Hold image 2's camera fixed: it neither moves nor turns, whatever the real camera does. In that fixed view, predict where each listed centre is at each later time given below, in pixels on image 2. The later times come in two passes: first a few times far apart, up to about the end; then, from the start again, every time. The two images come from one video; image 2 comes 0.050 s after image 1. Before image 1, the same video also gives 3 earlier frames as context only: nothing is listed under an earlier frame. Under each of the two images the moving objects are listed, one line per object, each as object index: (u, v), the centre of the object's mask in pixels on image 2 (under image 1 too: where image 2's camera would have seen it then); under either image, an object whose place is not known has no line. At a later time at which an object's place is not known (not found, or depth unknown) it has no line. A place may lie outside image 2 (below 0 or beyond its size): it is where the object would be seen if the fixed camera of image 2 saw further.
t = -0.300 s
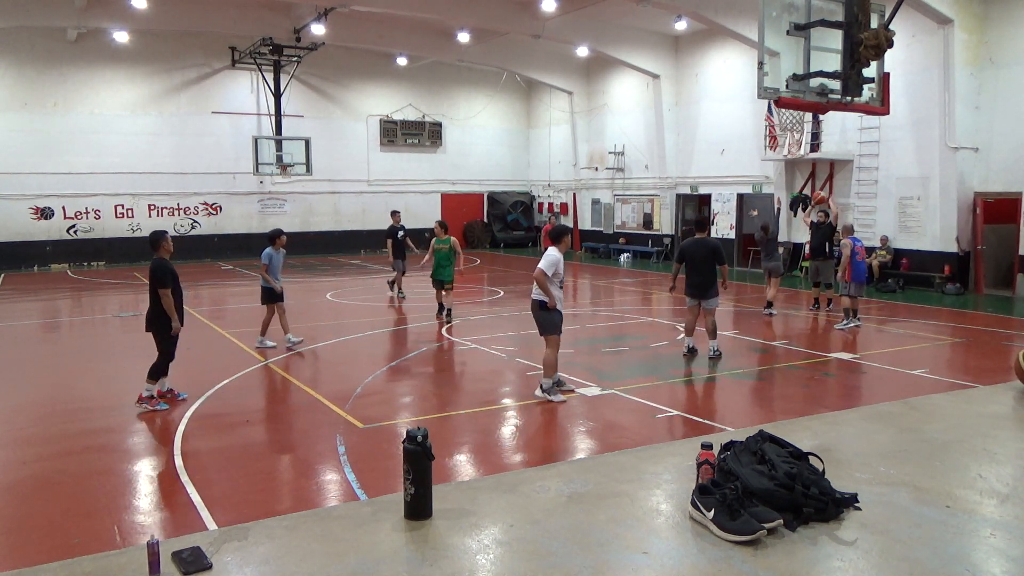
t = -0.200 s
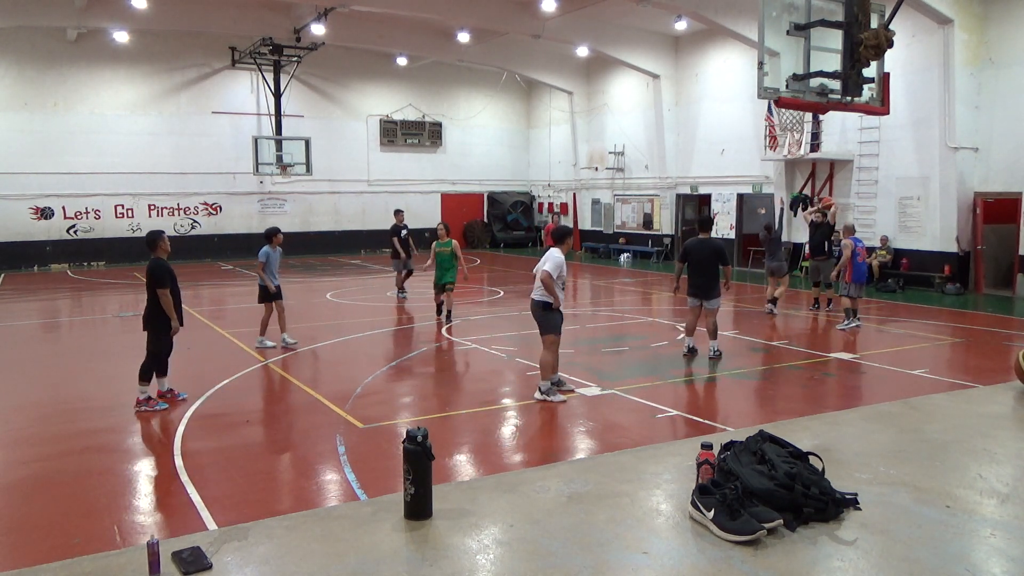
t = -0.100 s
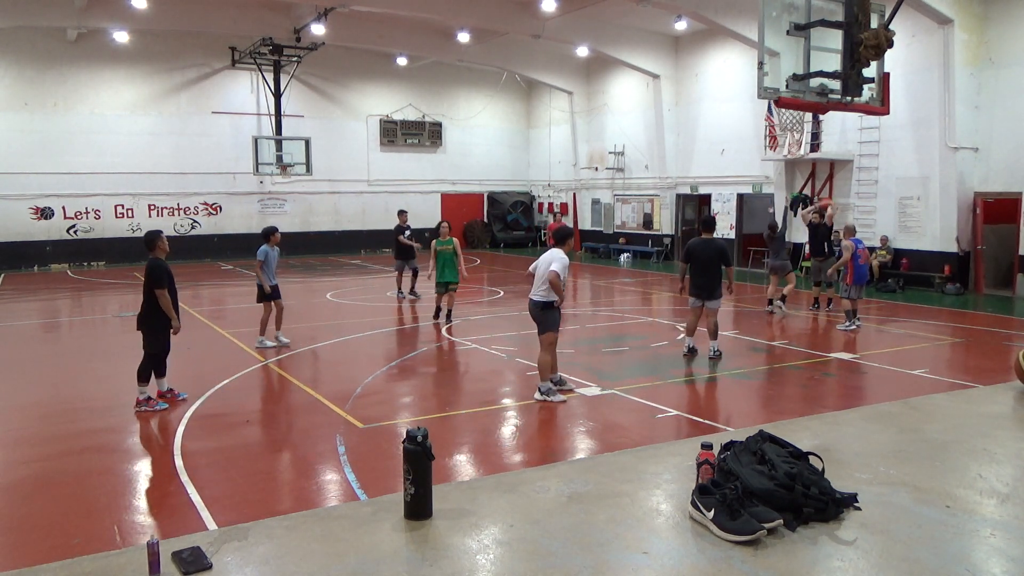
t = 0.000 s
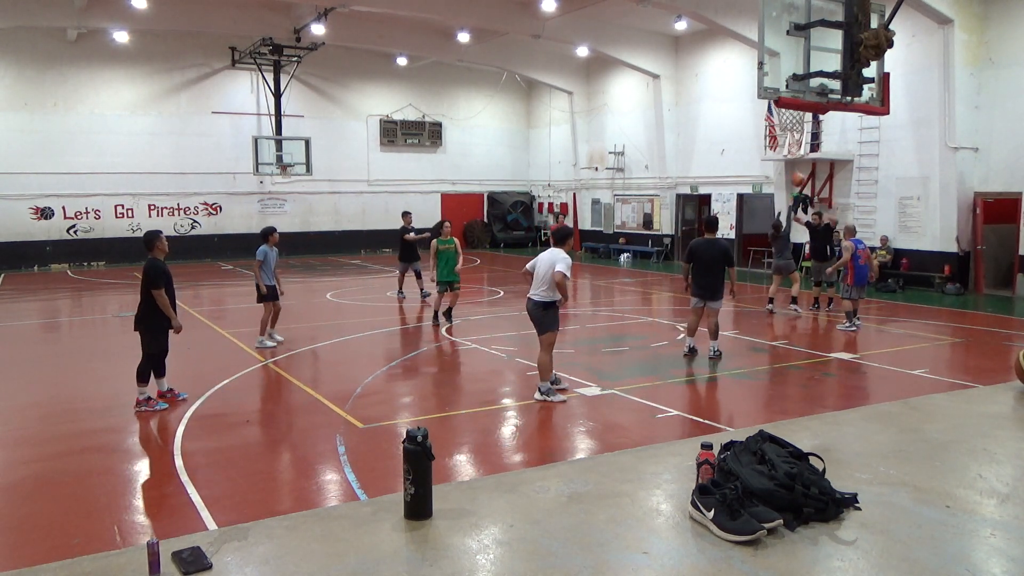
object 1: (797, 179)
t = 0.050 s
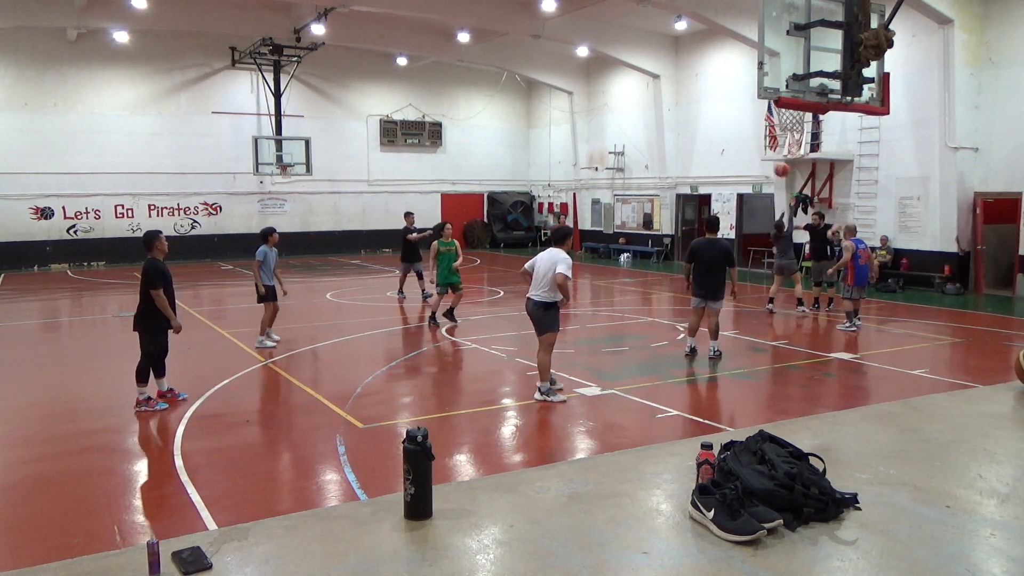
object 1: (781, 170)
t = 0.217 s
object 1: (719, 144)
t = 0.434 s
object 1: (618, 130)
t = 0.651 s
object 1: (489, 155)
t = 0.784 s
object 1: (391, 198)
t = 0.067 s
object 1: (776, 167)
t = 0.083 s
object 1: (769, 164)
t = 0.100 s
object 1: (764, 161)
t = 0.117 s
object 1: (758, 158)
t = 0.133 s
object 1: (751, 155)
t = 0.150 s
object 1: (745, 153)
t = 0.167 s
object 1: (739, 150)
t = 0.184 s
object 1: (732, 148)
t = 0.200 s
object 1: (726, 145)
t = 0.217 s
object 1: (719, 144)
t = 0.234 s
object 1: (712, 141)
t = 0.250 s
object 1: (705, 139)
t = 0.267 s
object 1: (698, 138)
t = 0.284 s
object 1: (691, 136)
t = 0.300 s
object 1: (684, 135)
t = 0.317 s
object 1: (676, 134)
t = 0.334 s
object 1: (668, 132)
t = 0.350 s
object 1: (660, 131)
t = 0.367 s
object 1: (652, 131)
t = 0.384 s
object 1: (644, 130)
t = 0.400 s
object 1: (636, 130)
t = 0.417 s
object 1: (628, 130)
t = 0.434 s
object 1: (618, 130)
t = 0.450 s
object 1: (610, 130)
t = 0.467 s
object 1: (601, 131)
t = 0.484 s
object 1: (592, 132)
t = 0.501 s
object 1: (582, 133)
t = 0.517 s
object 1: (573, 134)
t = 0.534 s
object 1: (563, 136)
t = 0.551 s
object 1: (553, 138)
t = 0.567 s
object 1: (543, 140)
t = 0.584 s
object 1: (532, 143)
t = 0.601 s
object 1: (522, 146)
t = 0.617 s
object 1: (511, 149)
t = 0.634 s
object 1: (501, 152)
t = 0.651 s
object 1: (489, 155)
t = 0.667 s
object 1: (477, 160)
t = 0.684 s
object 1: (466, 164)
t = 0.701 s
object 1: (454, 169)
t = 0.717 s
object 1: (442, 173)
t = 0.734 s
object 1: (430, 179)
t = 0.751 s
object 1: (417, 185)
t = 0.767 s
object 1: (404, 191)
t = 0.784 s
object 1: (391, 198)
